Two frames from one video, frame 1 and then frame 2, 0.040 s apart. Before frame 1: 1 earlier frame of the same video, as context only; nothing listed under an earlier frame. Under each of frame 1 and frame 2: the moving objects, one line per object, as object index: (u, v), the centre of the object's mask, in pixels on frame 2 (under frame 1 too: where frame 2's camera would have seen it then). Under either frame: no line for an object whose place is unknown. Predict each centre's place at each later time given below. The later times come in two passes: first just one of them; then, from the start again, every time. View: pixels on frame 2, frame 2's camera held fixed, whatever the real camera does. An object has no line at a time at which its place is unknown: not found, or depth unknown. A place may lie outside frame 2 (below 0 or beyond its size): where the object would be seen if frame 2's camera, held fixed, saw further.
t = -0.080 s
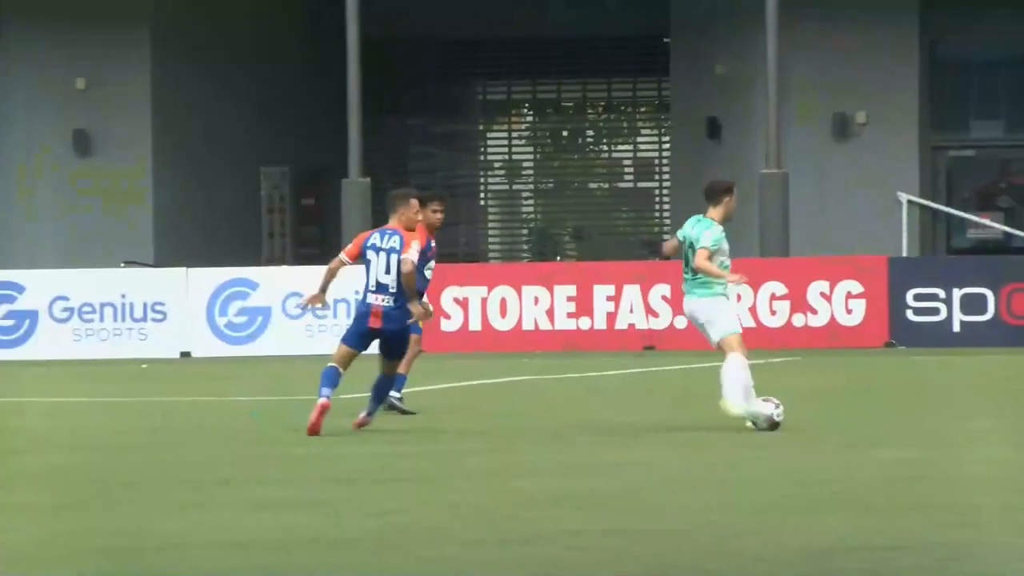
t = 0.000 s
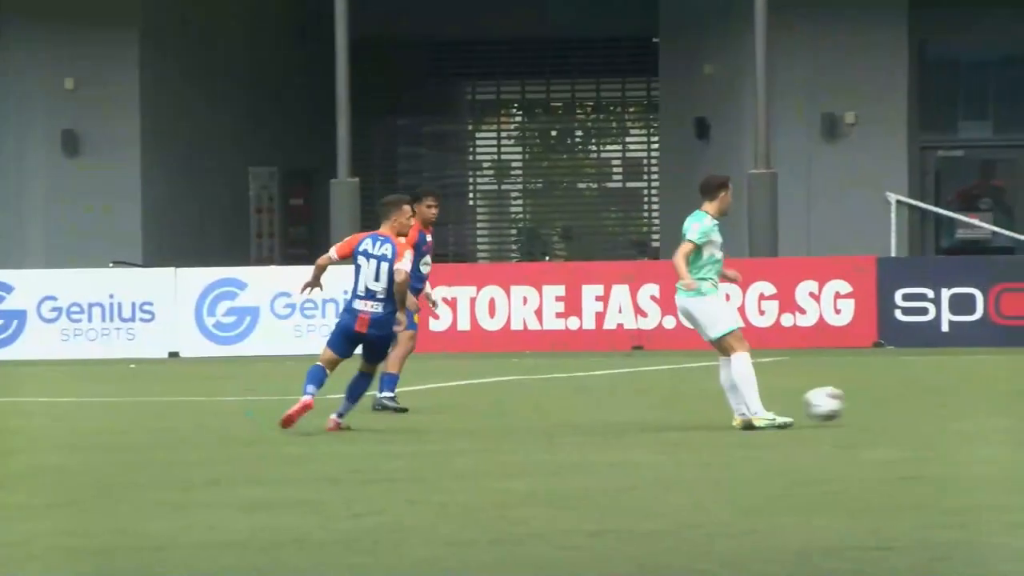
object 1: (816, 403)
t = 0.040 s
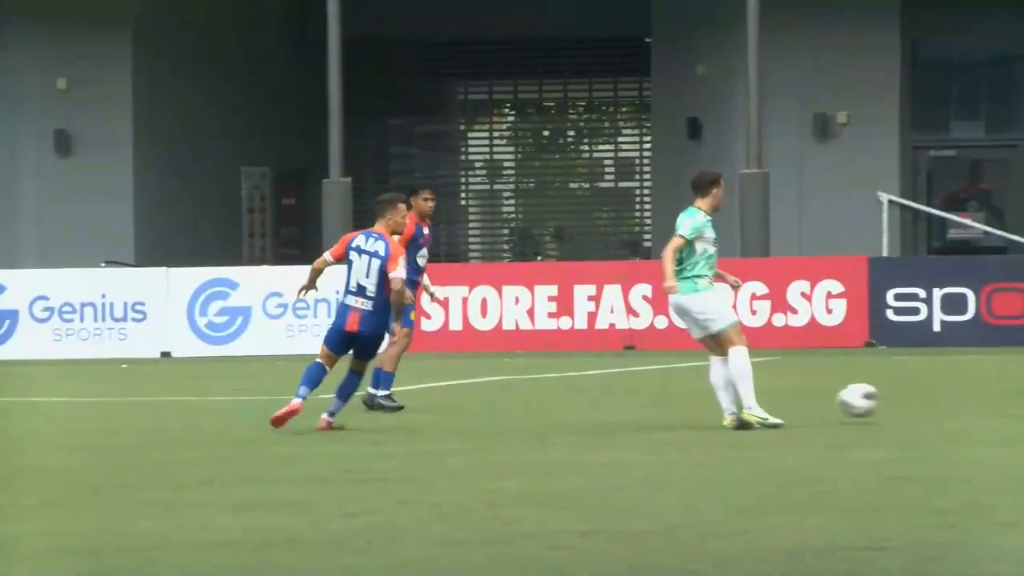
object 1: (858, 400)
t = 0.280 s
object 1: (1088, 382)
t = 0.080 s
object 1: (899, 398)
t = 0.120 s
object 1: (940, 399)
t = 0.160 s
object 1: (980, 401)
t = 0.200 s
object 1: (1016, 393)
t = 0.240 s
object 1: (1052, 386)
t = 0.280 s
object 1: (1088, 382)
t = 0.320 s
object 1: (1122, 380)
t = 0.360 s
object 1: (1157, 380)
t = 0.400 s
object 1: (1191, 382)
